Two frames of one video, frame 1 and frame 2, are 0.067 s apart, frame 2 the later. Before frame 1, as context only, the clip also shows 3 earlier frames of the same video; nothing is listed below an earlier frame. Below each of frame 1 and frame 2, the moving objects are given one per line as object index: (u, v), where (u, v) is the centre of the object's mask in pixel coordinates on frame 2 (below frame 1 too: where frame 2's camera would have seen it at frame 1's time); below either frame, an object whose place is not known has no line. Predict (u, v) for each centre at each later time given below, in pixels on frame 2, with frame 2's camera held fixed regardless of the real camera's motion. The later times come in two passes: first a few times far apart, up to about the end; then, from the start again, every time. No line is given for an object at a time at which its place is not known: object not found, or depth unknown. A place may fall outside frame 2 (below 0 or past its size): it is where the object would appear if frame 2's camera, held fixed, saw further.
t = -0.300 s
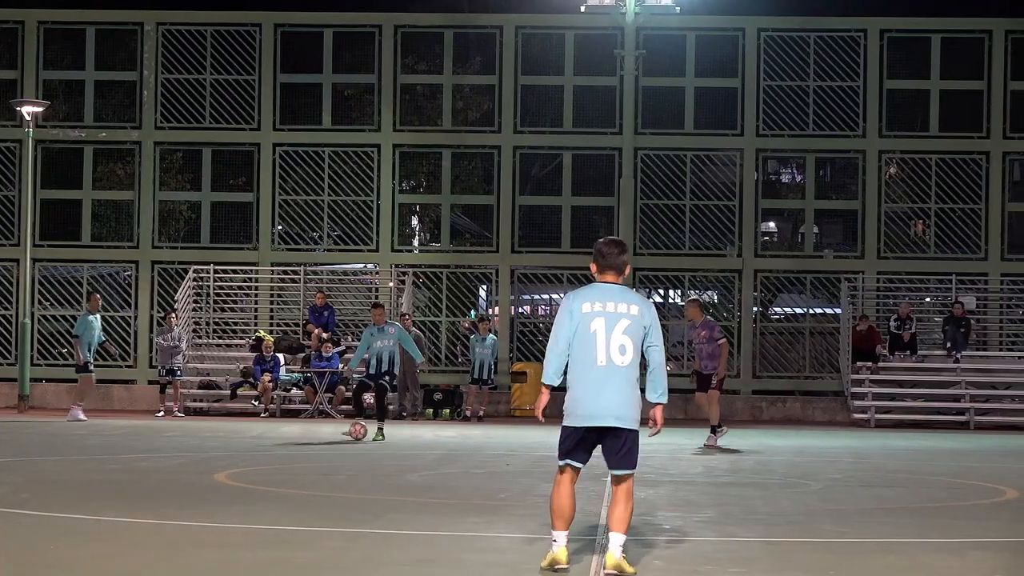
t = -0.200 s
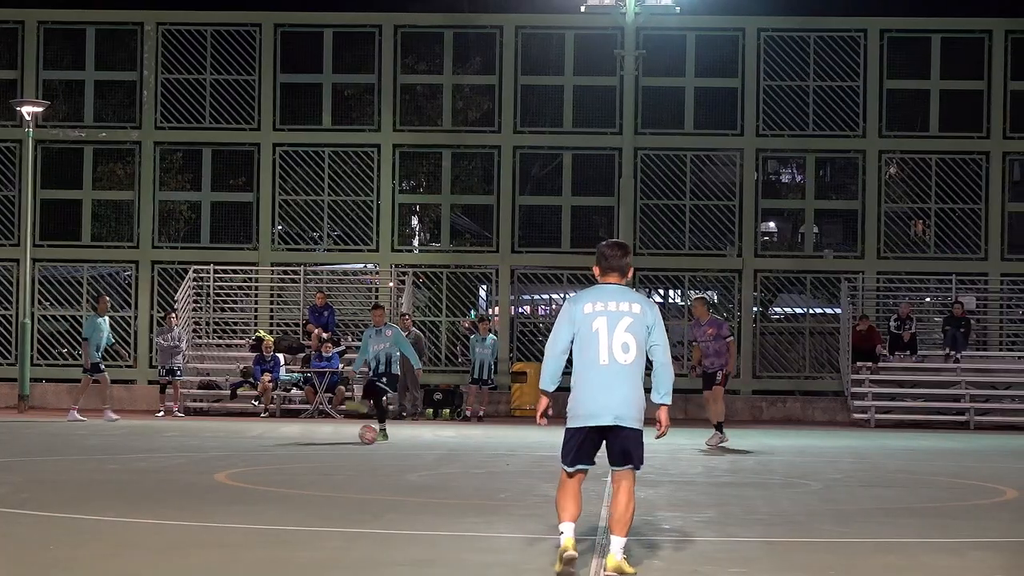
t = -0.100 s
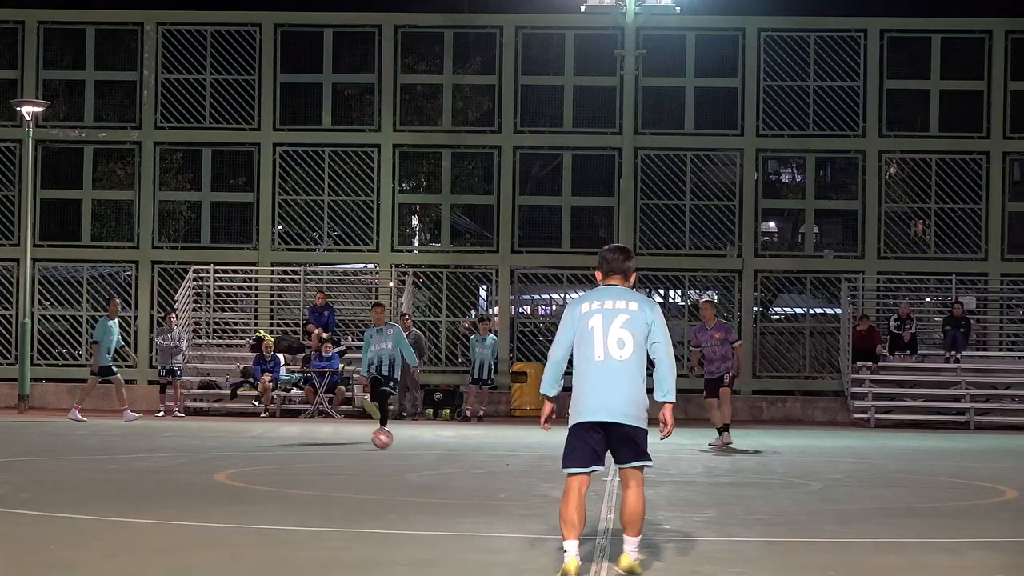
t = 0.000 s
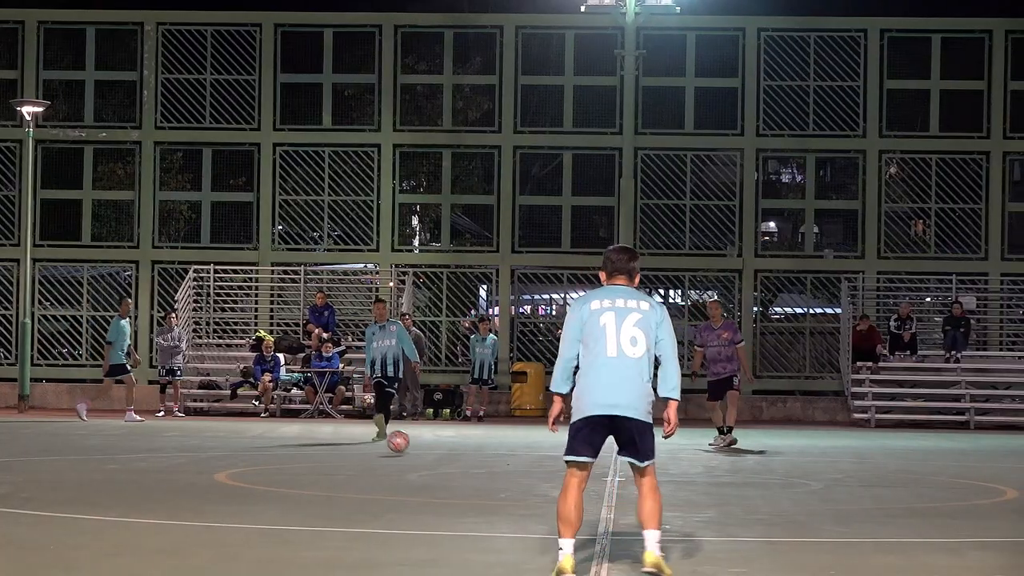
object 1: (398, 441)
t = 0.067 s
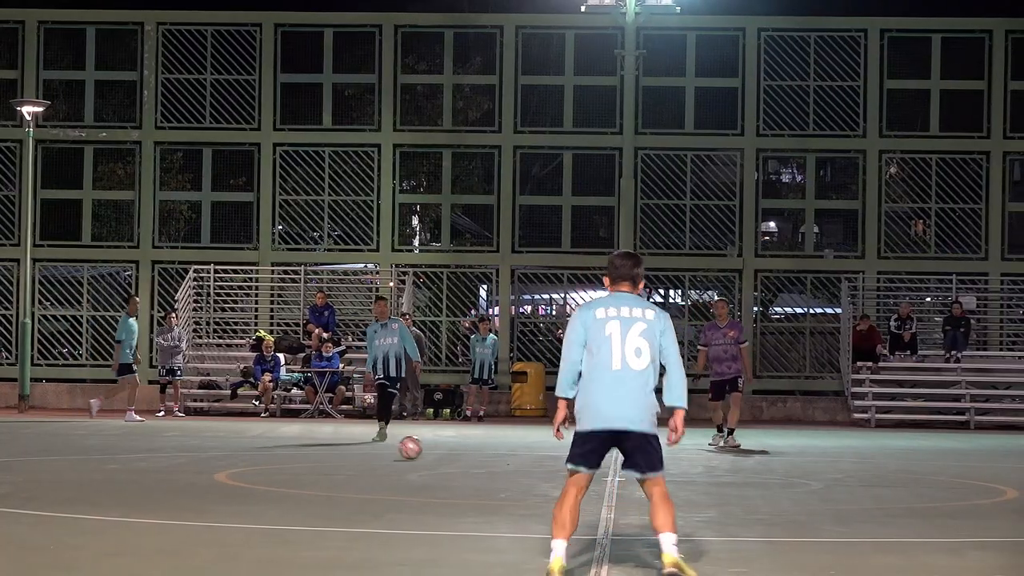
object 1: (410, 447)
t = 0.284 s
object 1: (456, 454)
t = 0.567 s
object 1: (532, 476)
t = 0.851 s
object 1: (629, 512)
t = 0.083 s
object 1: (413, 447)
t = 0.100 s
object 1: (417, 447)
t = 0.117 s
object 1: (420, 447)
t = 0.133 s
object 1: (423, 447)
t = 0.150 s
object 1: (427, 448)
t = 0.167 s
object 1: (429, 449)
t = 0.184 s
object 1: (433, 452)
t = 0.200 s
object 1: (437, 454)
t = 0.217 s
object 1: (441, 455)
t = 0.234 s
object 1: (444, 454)
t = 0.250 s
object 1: (448, 454)
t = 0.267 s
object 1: (452, 454)
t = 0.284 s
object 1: (456, 454)
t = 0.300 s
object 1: (460, 455)
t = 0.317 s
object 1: (464, 456)
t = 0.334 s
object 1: (469, 457)
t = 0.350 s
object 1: (473, 460)
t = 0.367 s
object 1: (477, 462)
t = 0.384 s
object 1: (481, 465)
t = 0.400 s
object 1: (486, 468)
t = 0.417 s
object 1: (491, 467)
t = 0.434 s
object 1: (496, 467)
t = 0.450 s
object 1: (500, 466)
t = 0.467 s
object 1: (504, 466)
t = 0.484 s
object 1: (508, 467)
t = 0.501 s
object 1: (513, 468)
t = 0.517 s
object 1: (518, 469)
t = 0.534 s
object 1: (522, 471)
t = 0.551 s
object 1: (527, 474)
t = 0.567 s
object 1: (532, 476)
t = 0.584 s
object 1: (538, 481)
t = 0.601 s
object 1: (543, 484)
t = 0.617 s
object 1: (548, 487)
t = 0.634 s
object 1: (553, 486)
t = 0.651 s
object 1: (559, 485)
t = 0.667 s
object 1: (564, 485)
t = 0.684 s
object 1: (570, 484)
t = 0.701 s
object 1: (575, 485)
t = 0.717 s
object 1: (580, 486)
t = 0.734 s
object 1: (586, 487)
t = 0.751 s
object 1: (592, 490)
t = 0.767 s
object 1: (598, 492)
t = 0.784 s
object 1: (604, 495)
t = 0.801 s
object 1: (609, 499)
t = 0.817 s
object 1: (616, 504)
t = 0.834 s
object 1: (622, 508)
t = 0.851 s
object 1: (629, 512)
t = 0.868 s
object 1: (635, 510)
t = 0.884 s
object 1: (642, 510)
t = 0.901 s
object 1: (649, 508)
